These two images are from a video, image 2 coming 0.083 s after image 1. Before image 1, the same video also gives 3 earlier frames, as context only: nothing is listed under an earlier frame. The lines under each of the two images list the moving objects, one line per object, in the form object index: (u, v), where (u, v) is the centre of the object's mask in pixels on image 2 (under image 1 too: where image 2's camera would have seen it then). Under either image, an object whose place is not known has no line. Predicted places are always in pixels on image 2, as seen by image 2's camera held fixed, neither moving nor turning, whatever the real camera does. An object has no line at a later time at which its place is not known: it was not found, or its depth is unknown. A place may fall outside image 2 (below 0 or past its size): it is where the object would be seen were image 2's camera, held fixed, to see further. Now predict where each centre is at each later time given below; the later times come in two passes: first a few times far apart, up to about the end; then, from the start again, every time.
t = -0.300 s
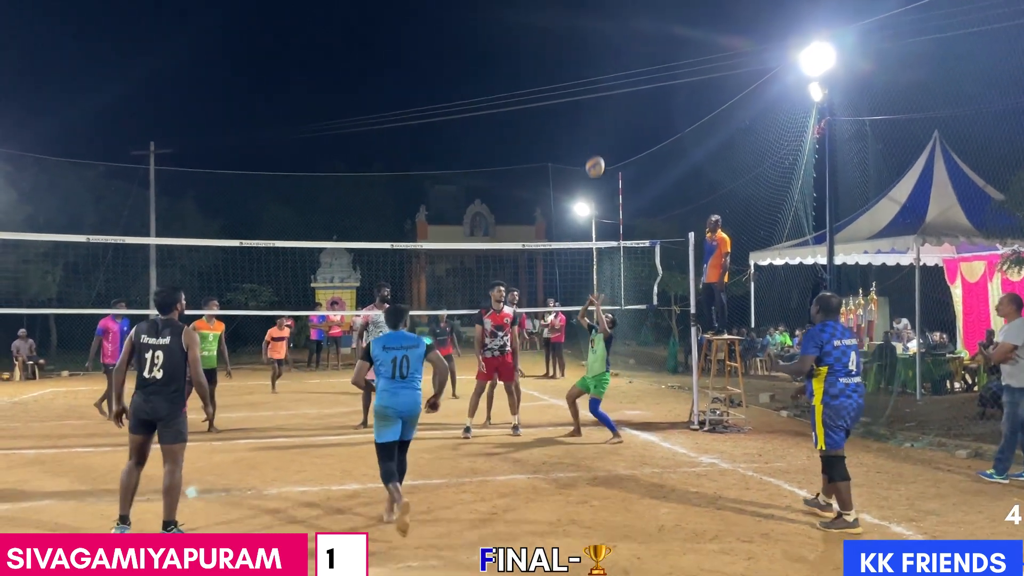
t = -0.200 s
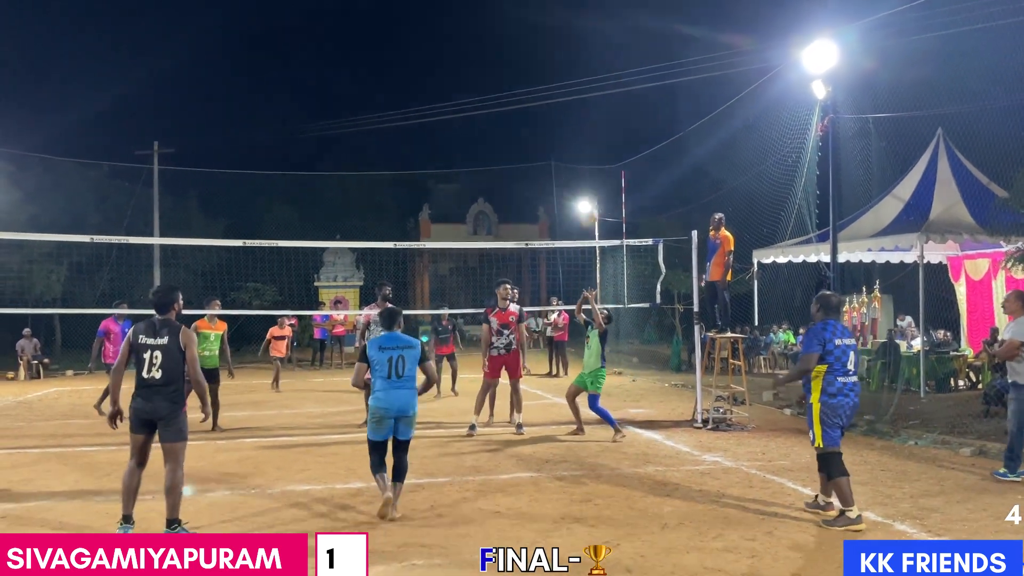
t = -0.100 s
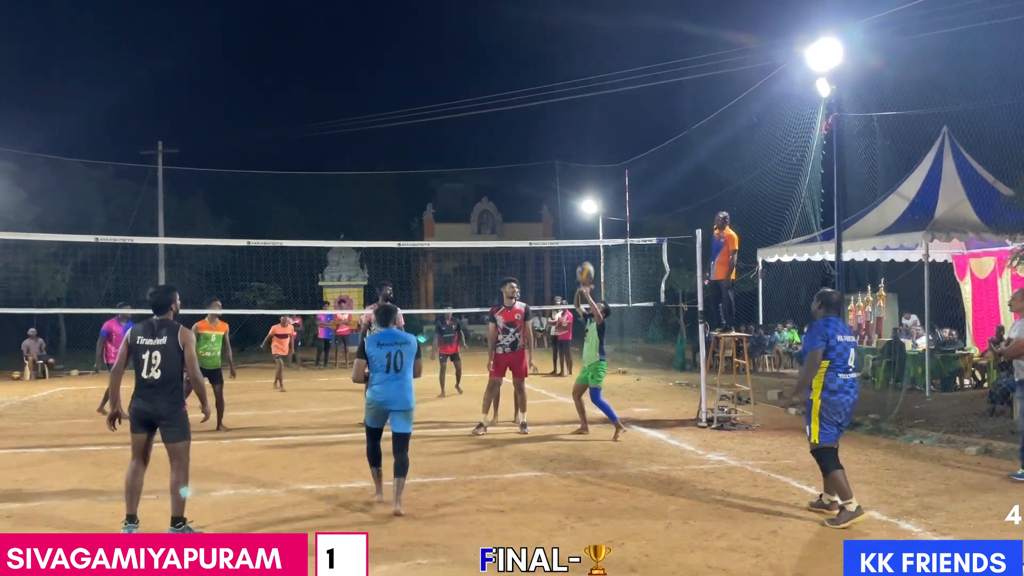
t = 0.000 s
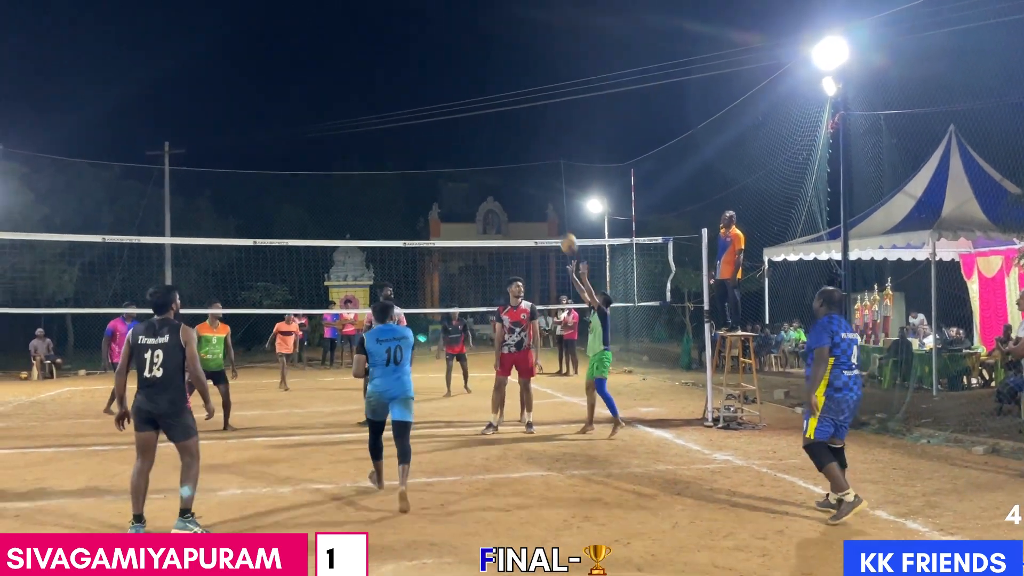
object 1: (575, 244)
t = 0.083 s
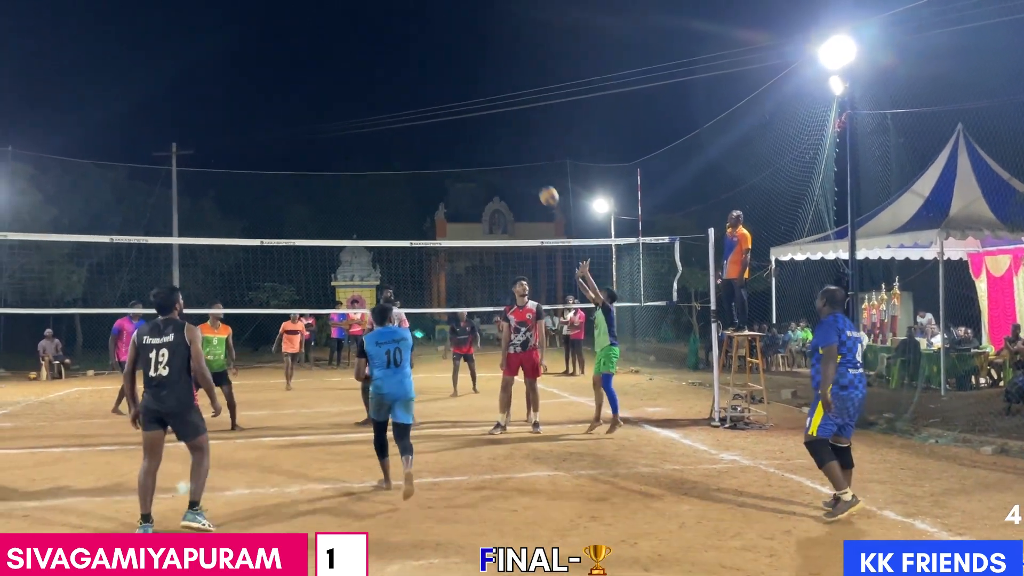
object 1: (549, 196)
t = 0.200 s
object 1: (512, 139)
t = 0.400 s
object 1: (449, 63)
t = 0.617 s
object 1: (380, 18)
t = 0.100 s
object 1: (544, 187)
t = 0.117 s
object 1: (539, 179)
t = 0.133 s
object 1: (534, 171)
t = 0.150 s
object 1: (528, 162)
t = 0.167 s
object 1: (523, 154)
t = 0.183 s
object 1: (517, 146)
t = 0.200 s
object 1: (512, 139)
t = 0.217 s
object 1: (507, 131)
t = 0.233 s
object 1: (502, 124)
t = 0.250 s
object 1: (497, 117)
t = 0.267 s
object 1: (492, 110)
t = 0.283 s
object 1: (486, 103)
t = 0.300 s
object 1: (481, 97)
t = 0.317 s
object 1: (476, 91)
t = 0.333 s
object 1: (470, 84)
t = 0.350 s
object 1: (465, 79)
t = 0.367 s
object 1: (460, 73)
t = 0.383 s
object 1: (455, 68)
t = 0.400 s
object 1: (449, 63)
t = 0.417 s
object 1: (444, 58)
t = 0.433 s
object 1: (439, 53)
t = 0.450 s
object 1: (433, 49)
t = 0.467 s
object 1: (428, 45)
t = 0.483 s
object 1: (423, 41)
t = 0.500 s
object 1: (418, 37)
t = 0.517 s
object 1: (412, 34)
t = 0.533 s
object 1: (407, 31)
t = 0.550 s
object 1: (401, 28)
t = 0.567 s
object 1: (396, 25)
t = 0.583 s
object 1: (391, 22)
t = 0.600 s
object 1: (385, 20)
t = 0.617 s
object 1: (380, 18)
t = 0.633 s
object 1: (374, 16)
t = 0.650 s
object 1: (369, 15)
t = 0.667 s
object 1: (364, 14)
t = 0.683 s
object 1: (358, 13)
